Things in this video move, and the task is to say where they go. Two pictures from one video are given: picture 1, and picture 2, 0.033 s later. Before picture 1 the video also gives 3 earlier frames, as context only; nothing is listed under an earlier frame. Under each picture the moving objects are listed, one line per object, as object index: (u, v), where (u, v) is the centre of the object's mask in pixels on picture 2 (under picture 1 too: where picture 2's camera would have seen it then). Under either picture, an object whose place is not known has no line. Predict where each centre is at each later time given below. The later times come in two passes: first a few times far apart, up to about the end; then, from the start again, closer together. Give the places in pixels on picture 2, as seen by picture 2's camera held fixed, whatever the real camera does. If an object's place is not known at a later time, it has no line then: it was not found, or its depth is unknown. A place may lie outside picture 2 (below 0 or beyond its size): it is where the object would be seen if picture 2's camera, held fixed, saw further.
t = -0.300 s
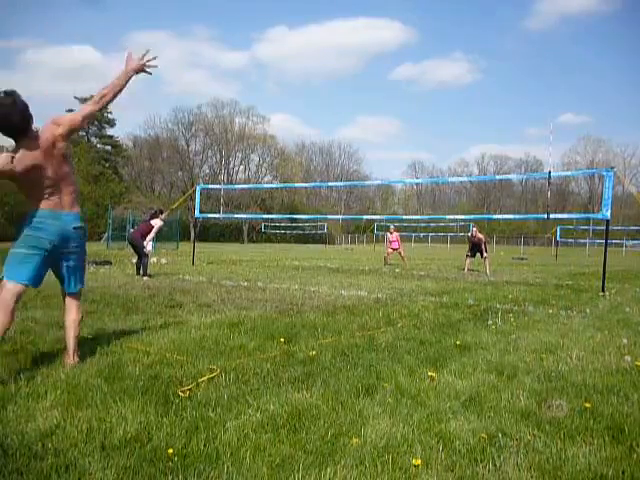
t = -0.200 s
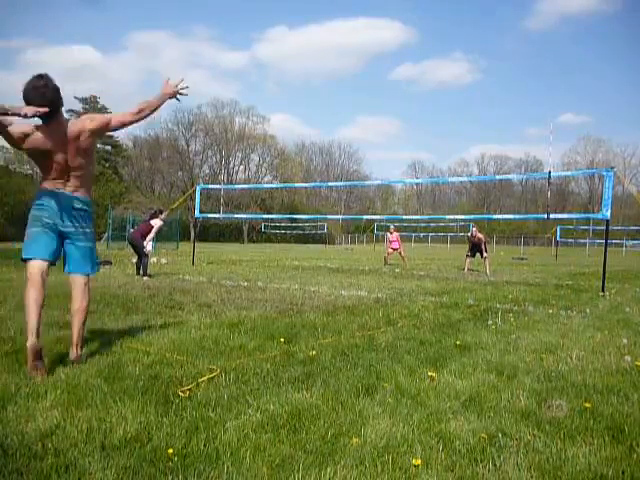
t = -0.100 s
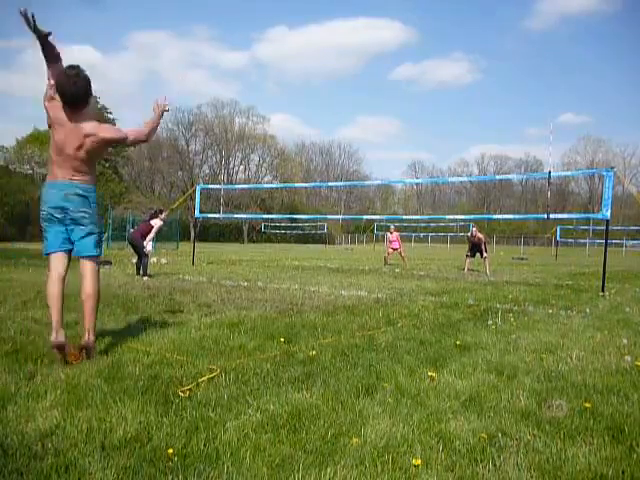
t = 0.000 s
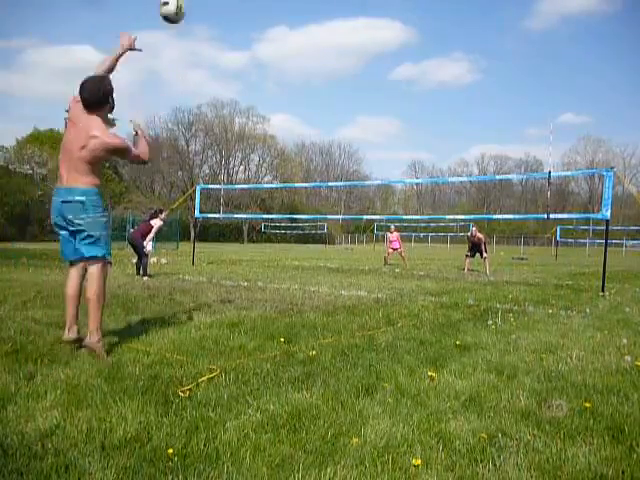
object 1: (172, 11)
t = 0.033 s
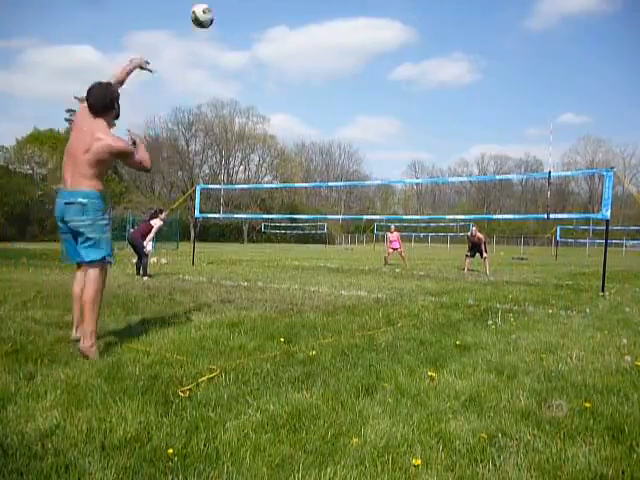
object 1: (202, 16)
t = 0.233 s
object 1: (303, 58)
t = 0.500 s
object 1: (359, 117)
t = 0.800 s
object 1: (388, 185)
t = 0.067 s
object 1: (226, 22)
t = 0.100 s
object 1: (247, 29)
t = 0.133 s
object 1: (264, 37)
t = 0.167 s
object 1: (279, 45)
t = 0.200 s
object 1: (292, 51)
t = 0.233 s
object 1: (303, 58)
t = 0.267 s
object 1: (313, 65)
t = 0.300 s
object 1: (321, 72)
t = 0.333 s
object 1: (329, 79)
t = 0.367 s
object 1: (336, 87)
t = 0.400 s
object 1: (343, 94)
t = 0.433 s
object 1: (348, 102)
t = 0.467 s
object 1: (354, 109)
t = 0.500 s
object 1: (359, 117)
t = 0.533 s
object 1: (363, 125)
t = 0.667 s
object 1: (378, 155)
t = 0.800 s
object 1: (388, 185)
